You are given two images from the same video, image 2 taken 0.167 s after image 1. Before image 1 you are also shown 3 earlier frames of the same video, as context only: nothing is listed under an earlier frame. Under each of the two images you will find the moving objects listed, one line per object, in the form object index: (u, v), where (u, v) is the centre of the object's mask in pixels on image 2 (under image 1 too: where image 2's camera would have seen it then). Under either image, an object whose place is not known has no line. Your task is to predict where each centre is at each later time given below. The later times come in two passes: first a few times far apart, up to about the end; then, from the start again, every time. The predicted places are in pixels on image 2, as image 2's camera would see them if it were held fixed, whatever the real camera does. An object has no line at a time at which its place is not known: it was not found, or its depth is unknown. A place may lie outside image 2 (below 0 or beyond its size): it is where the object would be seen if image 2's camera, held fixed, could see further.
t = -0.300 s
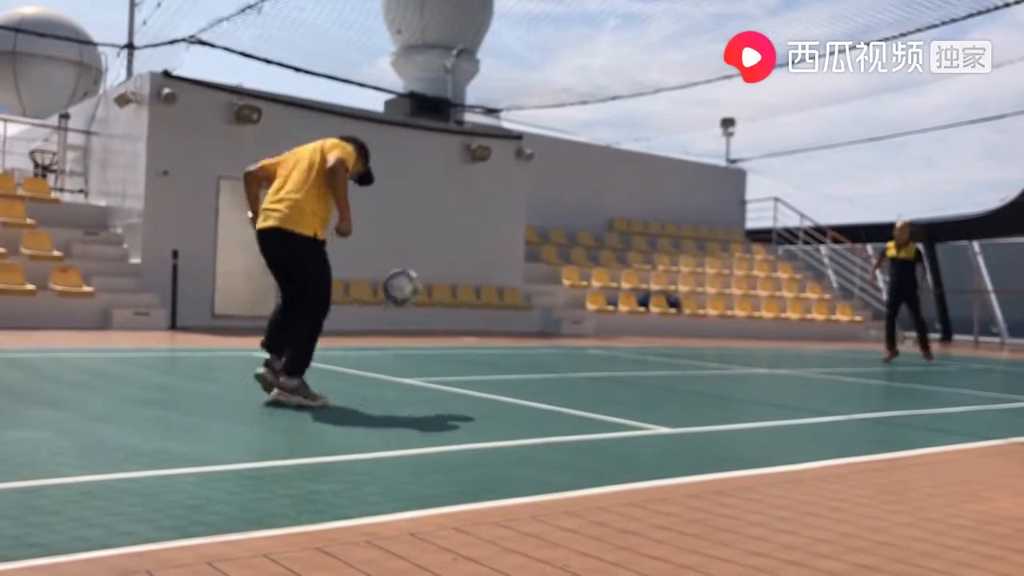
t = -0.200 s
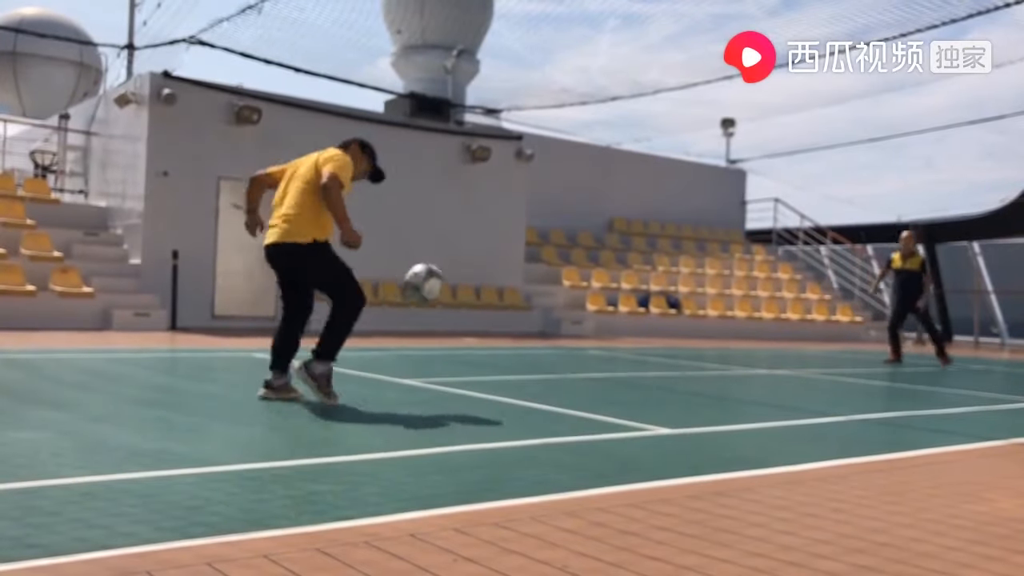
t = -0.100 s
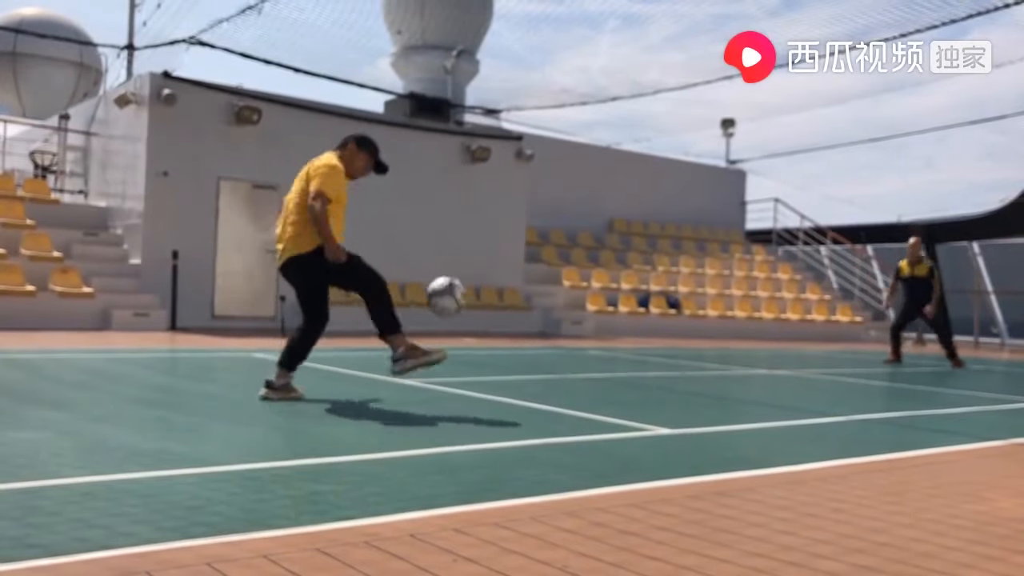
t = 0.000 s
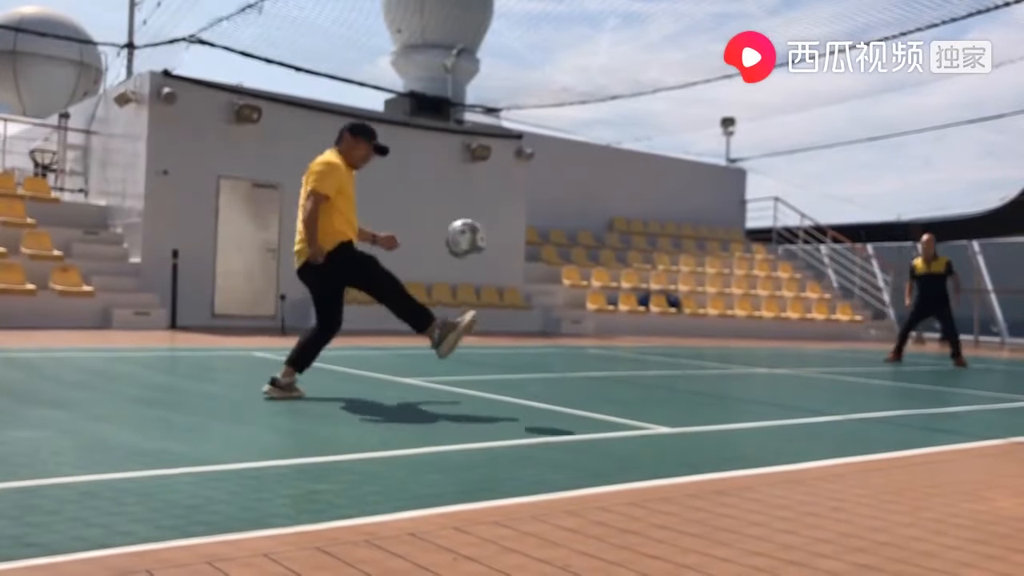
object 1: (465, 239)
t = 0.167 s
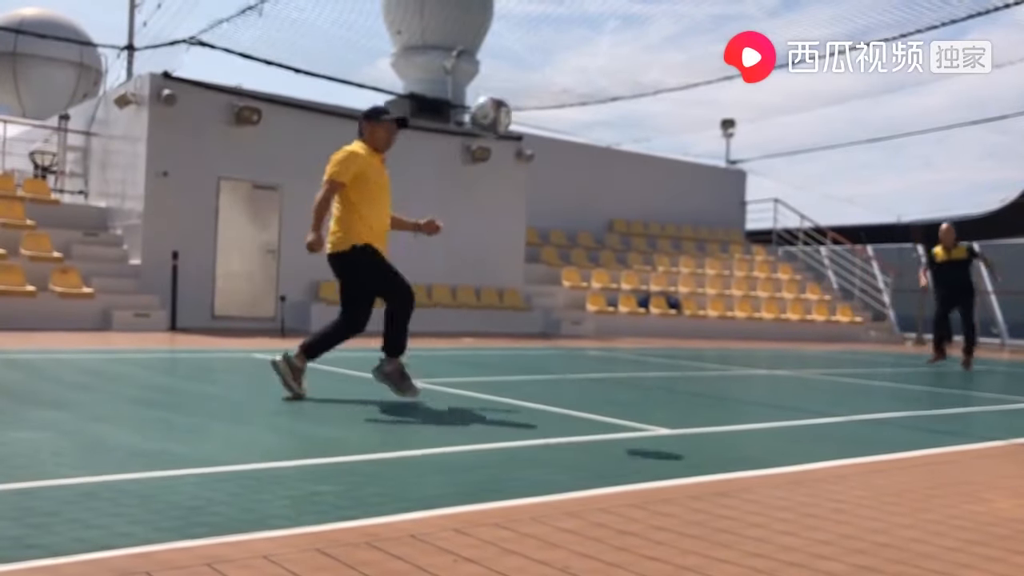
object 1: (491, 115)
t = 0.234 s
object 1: (500, 81)
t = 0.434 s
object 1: (528, 23)
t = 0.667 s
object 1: (561, 65)
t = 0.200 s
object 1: (495, 98)
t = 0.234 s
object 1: (500, 81)
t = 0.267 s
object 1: (505, 65)
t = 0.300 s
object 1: (510, 52)
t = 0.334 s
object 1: (515, 41)
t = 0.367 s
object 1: (519, 32)
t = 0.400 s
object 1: (524, 26)
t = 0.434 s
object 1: (528, 23)
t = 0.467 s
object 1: (533, 22)
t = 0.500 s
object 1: (538, 23)
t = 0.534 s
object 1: (543, 25)
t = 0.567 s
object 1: (547, 31)
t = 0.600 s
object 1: (552, 39)
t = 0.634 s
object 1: (556, 51)
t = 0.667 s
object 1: (561, 65)
